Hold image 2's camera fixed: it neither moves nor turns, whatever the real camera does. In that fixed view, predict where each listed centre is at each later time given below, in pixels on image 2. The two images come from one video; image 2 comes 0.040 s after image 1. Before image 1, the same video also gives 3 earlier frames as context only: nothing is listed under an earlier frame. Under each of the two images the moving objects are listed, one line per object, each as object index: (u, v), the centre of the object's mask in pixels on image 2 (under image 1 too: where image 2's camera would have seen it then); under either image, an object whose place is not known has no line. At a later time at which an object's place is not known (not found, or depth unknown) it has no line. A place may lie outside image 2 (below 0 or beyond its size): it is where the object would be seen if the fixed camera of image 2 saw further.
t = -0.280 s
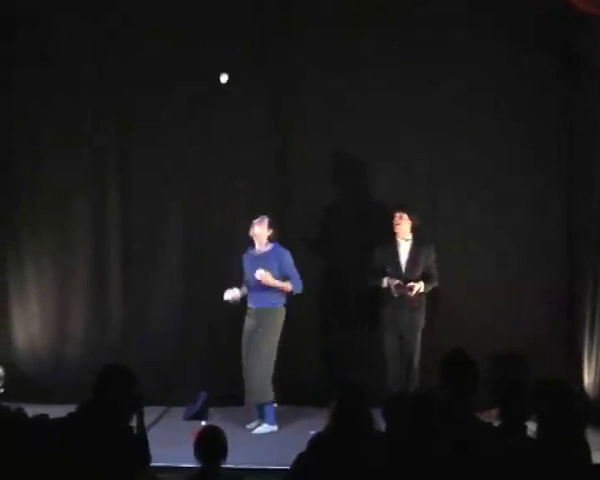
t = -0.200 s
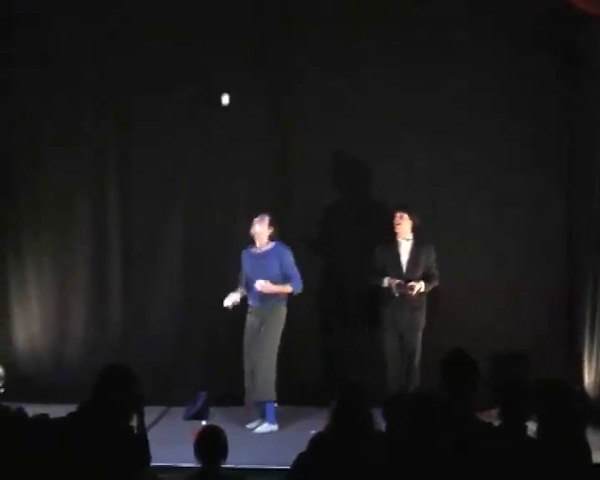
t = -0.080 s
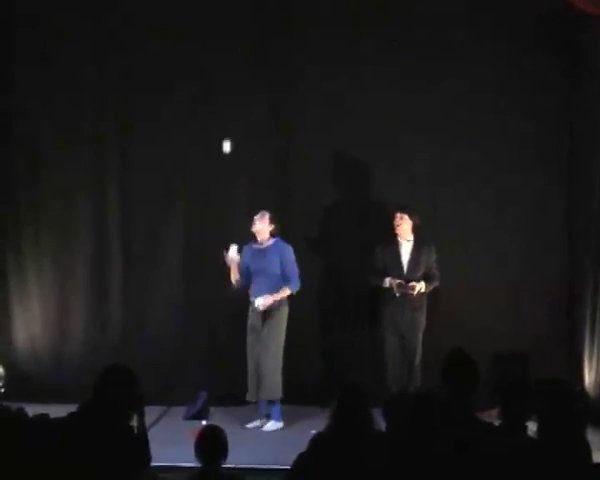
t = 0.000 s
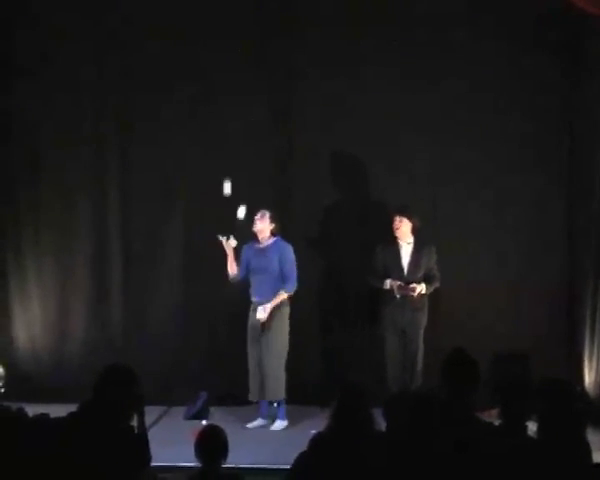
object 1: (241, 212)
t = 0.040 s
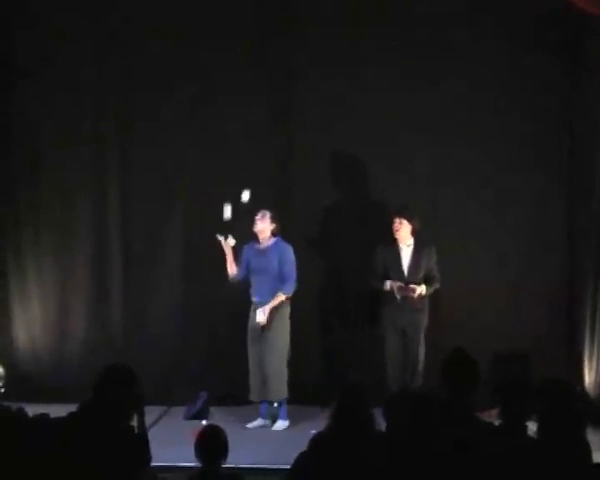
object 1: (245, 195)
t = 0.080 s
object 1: (249, 181)
